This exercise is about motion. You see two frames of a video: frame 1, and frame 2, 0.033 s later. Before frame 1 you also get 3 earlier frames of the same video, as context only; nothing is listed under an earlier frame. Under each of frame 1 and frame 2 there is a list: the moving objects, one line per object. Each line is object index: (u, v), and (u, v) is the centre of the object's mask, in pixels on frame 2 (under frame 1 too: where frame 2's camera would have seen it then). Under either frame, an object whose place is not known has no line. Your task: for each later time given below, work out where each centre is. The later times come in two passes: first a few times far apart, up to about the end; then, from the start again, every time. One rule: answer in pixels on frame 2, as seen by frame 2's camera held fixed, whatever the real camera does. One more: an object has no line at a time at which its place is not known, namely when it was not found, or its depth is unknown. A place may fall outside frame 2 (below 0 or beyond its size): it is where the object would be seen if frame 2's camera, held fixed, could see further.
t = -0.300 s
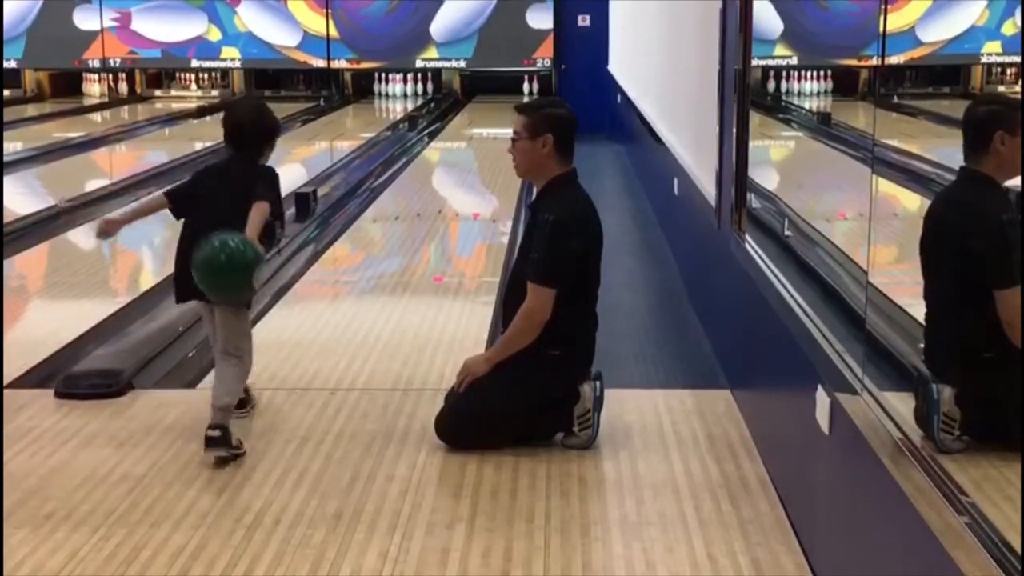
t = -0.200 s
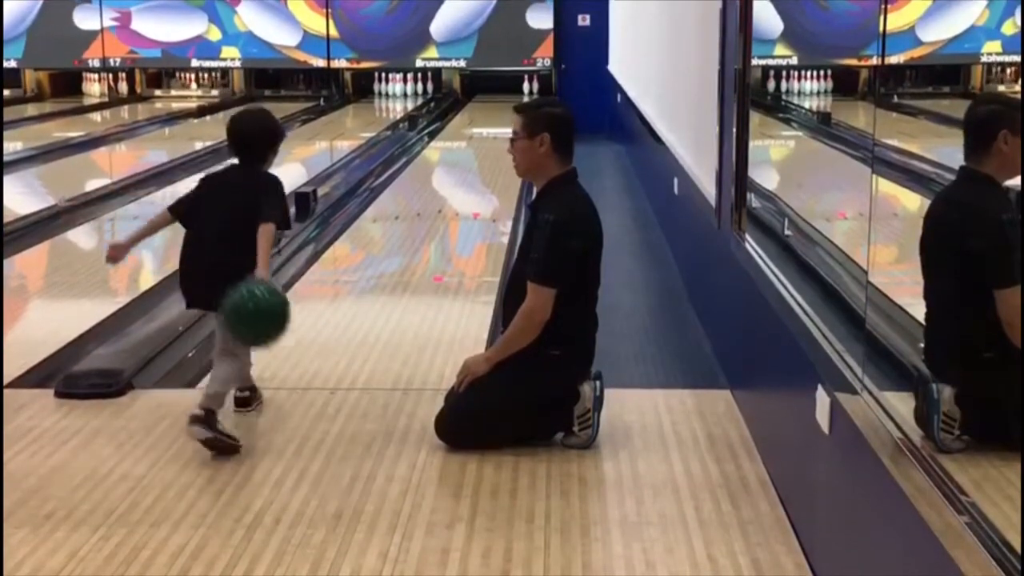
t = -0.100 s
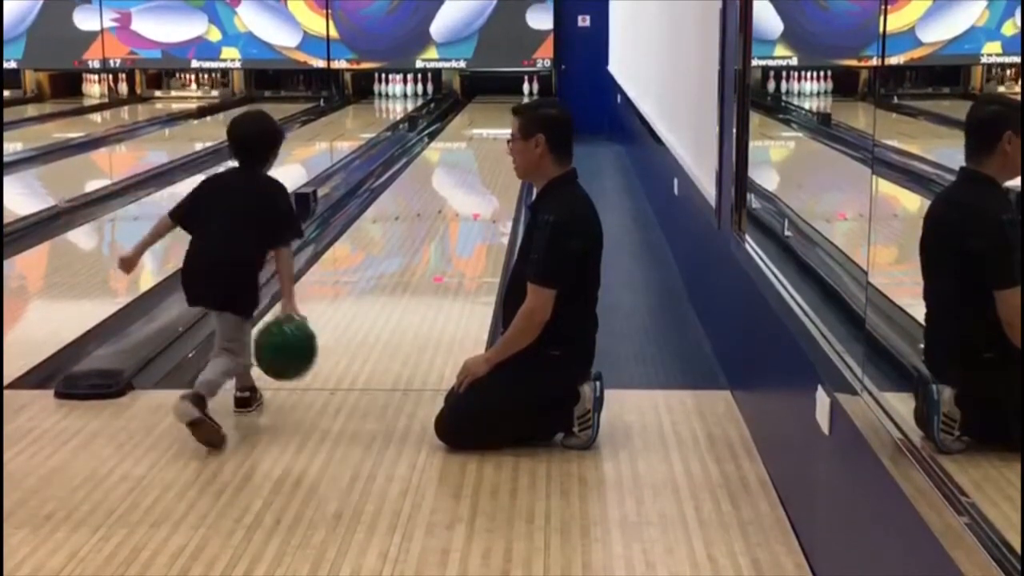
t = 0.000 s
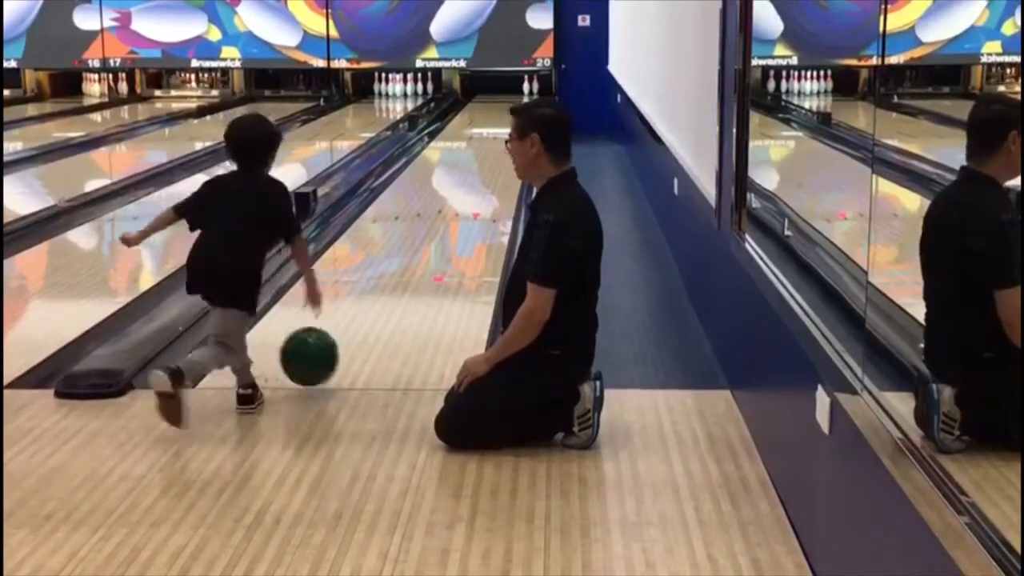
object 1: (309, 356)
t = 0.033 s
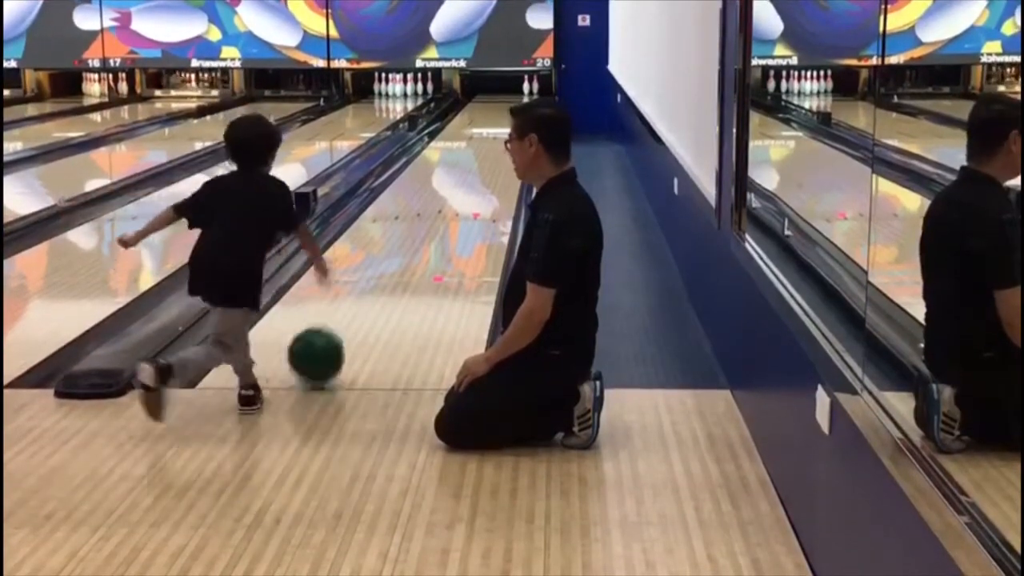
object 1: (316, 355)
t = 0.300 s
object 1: (357, 296)
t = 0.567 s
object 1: (387, 260)
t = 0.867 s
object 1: (412, 226)
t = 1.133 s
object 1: (428, 204)
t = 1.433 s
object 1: (443, 183)
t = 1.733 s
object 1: (454, 167)
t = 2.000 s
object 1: (464, 156)
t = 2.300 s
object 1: (472, 145)
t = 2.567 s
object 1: (476, 137)
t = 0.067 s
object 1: (322, 339)
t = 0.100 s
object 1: (328, 328)
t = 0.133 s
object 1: (333, 319)
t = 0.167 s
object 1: (338, 314)
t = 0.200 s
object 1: (343, 311)
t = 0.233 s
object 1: (348, 311)
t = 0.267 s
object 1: (353, 303)
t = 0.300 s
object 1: (357, 296)
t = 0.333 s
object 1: (361, 291)
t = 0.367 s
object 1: (365, 288)
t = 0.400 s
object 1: (369, 283)
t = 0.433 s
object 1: (373, 278)
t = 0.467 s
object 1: (377, 273)
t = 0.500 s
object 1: (380, 269)
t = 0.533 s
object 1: (384, 264)
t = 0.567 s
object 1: (387, 260)
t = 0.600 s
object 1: (390, 255)
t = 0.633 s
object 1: (393, 251)
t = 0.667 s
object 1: (396, 247)
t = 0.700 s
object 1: (399, 243)
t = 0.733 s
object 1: (402, 240)
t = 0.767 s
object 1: (404, 236)
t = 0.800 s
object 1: (407, 232)
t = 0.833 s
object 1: (410, 229)
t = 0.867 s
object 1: (412, 226)
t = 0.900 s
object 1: (414, 223)
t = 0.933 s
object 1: (416, 220)
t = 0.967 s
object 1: (419, 217)
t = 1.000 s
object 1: (421, 214)
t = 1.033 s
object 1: (423, 212)
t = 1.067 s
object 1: (425, 209)
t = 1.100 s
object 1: (426, 206)
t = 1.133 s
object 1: (428, 204)
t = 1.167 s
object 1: (430, 201)
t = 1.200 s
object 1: (432, 199)
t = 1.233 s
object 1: (434, 197)
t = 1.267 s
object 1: (435, 194)
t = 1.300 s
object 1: (437, 192)
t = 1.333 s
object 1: (439, 190)
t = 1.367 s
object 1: (440, 188)
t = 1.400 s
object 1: (441, 185)
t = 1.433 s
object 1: (443, 183)
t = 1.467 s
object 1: (445, 181)
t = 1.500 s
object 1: (446, 180)
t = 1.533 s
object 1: (447, 177)
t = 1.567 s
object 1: (448, 176)
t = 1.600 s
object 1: (450, 174)
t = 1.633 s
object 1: (451, 172)
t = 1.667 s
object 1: (452, 171)
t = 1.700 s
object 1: (453, 169)
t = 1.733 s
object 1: (454, 167)
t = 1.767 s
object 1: (455, 166)
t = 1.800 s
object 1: (457, 164)
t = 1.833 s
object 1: (458, 163)
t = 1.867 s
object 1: (459, 161)
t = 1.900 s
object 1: (460, 160)
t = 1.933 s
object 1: (461, 158)
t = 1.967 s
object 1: (463, 157)
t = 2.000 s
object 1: (464, 156)
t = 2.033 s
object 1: (465, 154)
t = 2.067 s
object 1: (466, 153)
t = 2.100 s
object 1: (467, 152)
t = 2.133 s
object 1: (467, 151)
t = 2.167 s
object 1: (469, 149)
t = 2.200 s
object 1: (470, 148)
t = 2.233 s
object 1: (470, 147)
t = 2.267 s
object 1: (471, 146)
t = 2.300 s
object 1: (472, 145)
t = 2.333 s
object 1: (473, 143)
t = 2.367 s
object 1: (474, 142)
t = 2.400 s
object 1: (475, 141)
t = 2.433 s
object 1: (476, 140)
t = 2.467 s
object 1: (477, 139)
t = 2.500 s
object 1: (477, 139)
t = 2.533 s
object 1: (477, 138)
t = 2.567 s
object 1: (476, 137)
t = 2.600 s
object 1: (476, 136)
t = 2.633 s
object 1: (475, 135)
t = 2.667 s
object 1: (475, 134)
